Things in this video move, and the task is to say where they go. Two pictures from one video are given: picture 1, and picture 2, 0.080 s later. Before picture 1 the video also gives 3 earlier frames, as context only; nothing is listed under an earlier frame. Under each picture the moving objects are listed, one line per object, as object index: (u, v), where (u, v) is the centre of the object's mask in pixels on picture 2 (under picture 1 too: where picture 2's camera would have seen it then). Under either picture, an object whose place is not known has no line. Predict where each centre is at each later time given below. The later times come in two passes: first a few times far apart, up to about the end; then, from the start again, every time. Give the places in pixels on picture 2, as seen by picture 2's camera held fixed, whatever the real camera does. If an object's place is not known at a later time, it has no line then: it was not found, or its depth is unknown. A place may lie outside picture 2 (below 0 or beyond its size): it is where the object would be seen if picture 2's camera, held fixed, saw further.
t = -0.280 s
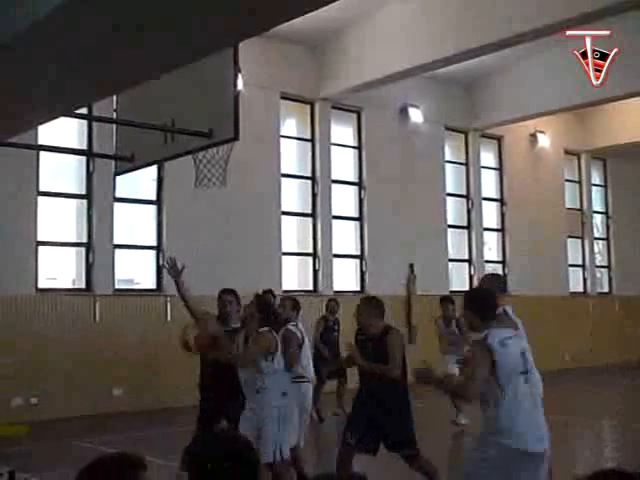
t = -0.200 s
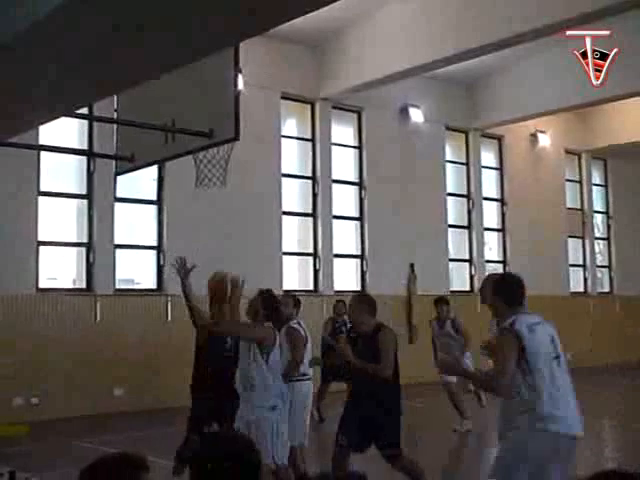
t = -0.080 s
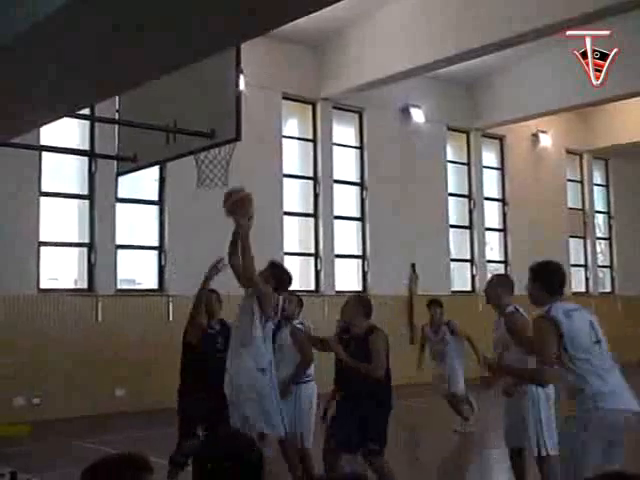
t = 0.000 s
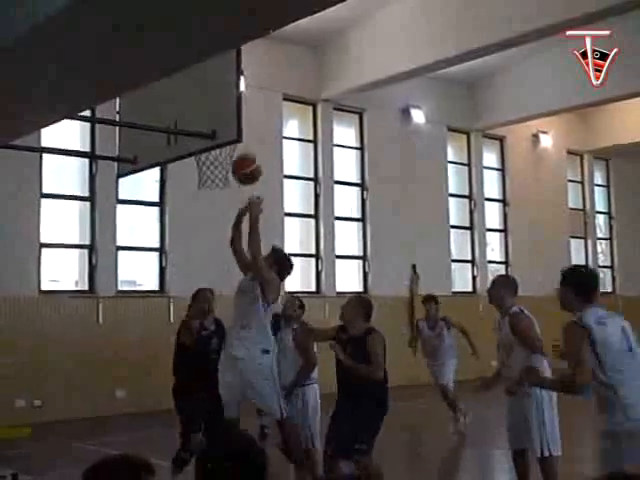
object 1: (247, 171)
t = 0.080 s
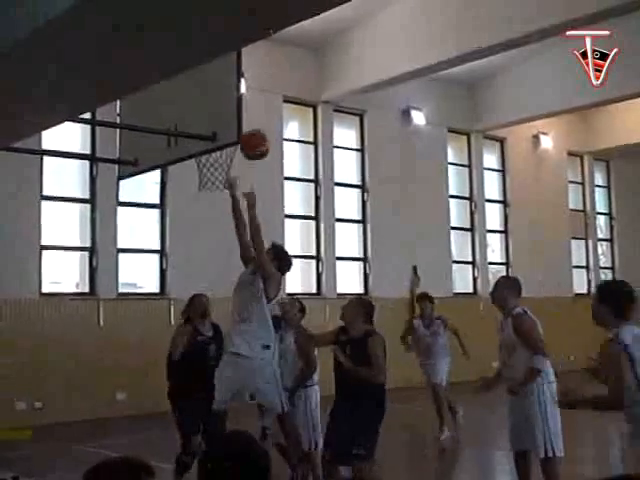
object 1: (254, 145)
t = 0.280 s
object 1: (272, 116)
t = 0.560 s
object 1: (298, 155)
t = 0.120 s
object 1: (256, 130)
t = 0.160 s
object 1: (260, 123)
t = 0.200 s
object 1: (264, 120)
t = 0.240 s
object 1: (269, 117)
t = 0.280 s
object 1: (272, 116)
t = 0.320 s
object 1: (276, 116)
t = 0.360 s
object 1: (280, 118)
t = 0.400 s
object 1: (283, 122)
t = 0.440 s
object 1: (287, 128)
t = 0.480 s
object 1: (290, 136)
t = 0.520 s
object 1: (294, 143)
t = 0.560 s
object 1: (298, 155)
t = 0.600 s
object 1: (302, 167)
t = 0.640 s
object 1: (305, 182)
